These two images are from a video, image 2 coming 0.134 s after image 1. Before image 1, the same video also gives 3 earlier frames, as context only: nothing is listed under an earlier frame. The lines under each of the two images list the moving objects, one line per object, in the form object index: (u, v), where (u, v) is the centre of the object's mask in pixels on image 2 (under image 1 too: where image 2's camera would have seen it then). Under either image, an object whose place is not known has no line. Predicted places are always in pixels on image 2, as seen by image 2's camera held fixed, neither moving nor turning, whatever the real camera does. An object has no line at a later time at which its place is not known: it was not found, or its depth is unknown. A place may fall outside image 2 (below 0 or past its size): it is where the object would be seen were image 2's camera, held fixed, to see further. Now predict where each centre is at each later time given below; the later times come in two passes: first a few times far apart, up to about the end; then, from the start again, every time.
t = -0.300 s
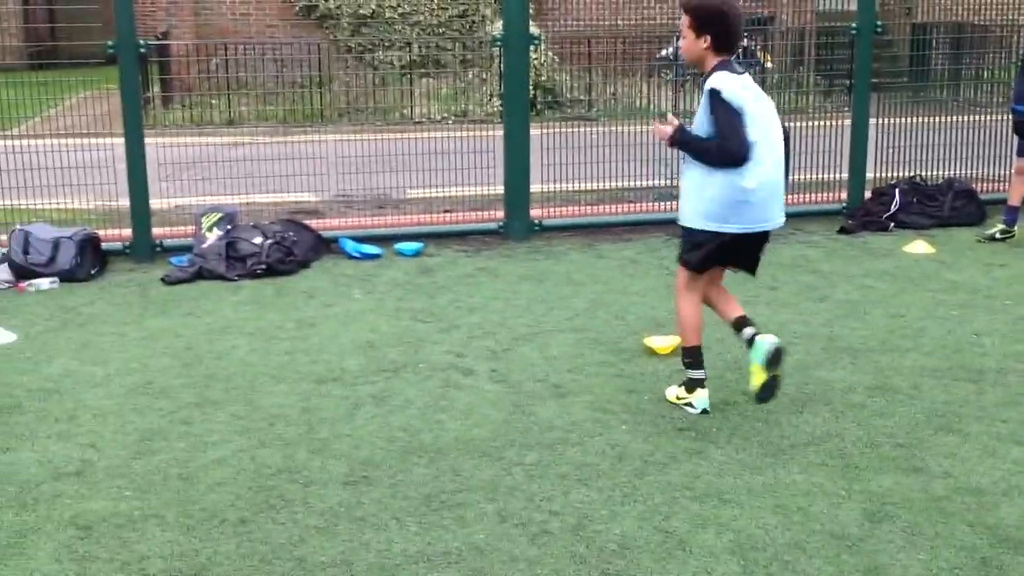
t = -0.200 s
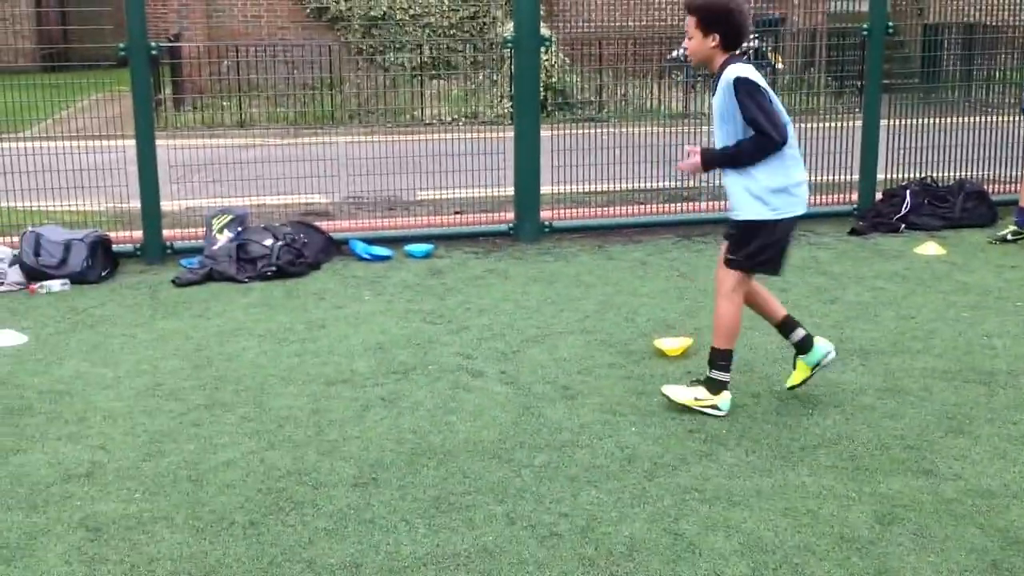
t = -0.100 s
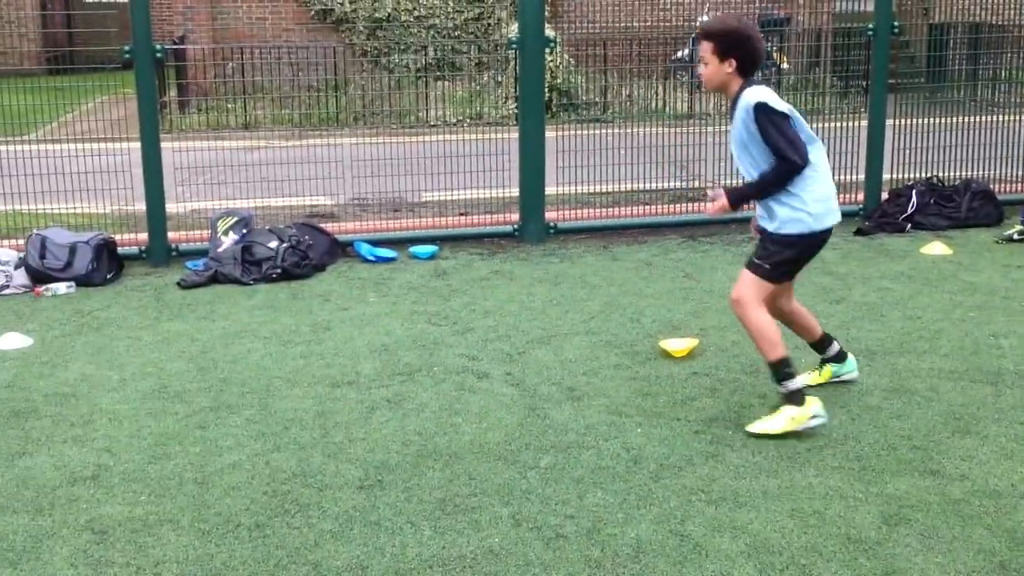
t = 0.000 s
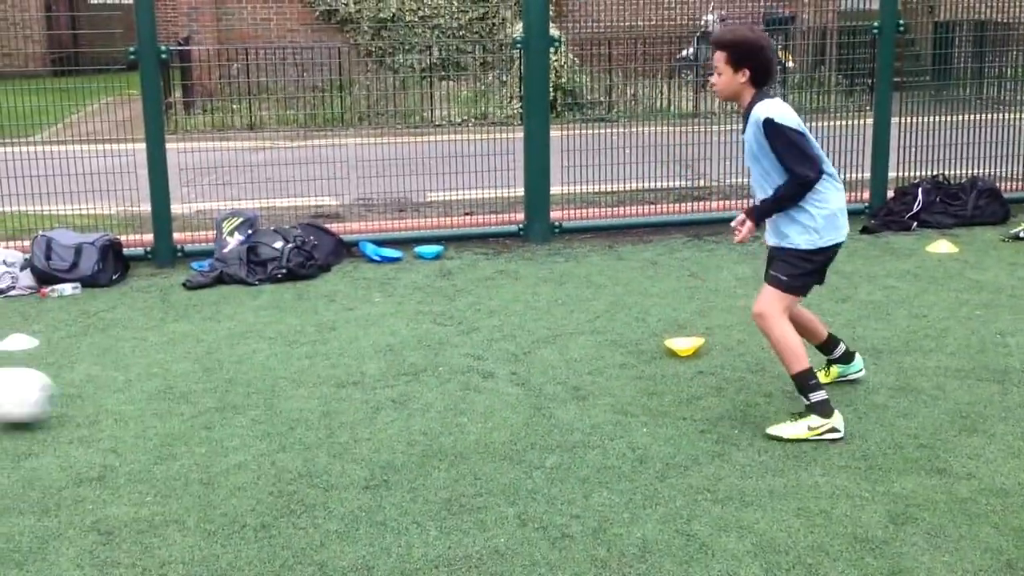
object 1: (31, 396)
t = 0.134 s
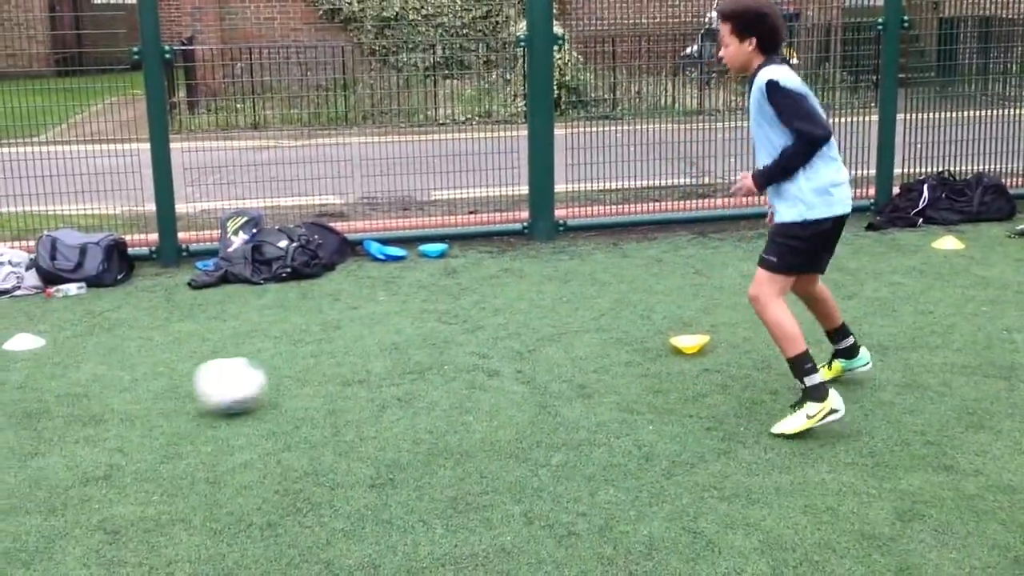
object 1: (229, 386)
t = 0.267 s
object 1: (399, 372)
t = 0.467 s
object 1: (603, 355)
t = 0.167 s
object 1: (273, 380)
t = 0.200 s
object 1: (318, 378)
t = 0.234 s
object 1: (360, 375)
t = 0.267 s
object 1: (399, 372)
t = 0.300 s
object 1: (436, 370)
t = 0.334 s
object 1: (472, 366)
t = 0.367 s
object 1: (506, 364)
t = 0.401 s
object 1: (540, 361)
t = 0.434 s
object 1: (572, 358)
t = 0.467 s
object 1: (603, 355)
